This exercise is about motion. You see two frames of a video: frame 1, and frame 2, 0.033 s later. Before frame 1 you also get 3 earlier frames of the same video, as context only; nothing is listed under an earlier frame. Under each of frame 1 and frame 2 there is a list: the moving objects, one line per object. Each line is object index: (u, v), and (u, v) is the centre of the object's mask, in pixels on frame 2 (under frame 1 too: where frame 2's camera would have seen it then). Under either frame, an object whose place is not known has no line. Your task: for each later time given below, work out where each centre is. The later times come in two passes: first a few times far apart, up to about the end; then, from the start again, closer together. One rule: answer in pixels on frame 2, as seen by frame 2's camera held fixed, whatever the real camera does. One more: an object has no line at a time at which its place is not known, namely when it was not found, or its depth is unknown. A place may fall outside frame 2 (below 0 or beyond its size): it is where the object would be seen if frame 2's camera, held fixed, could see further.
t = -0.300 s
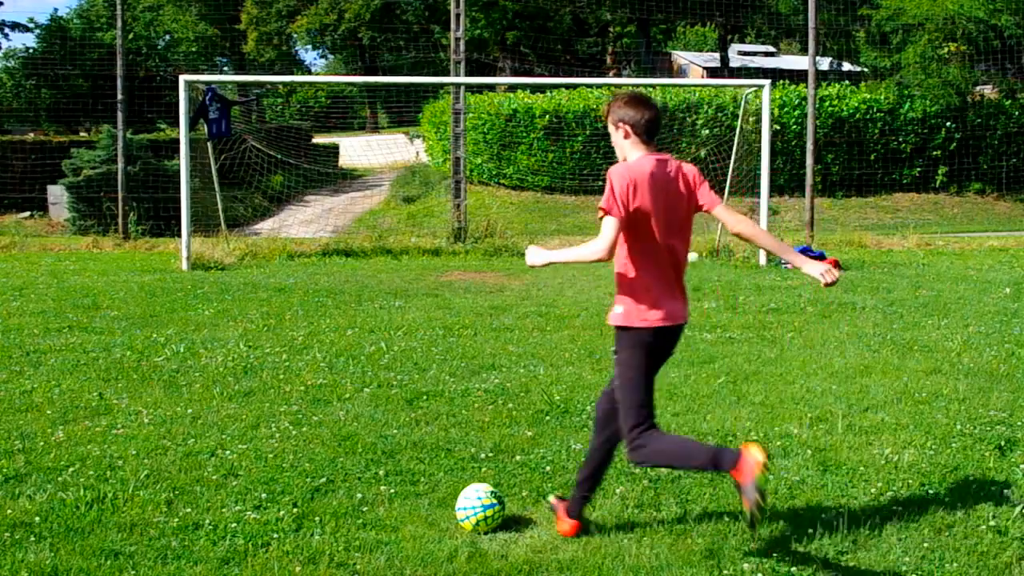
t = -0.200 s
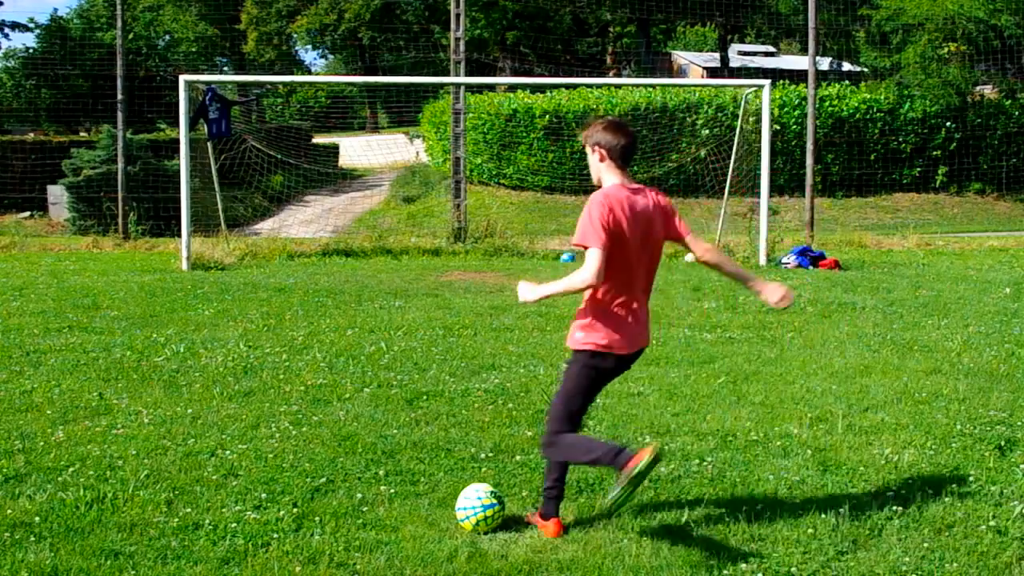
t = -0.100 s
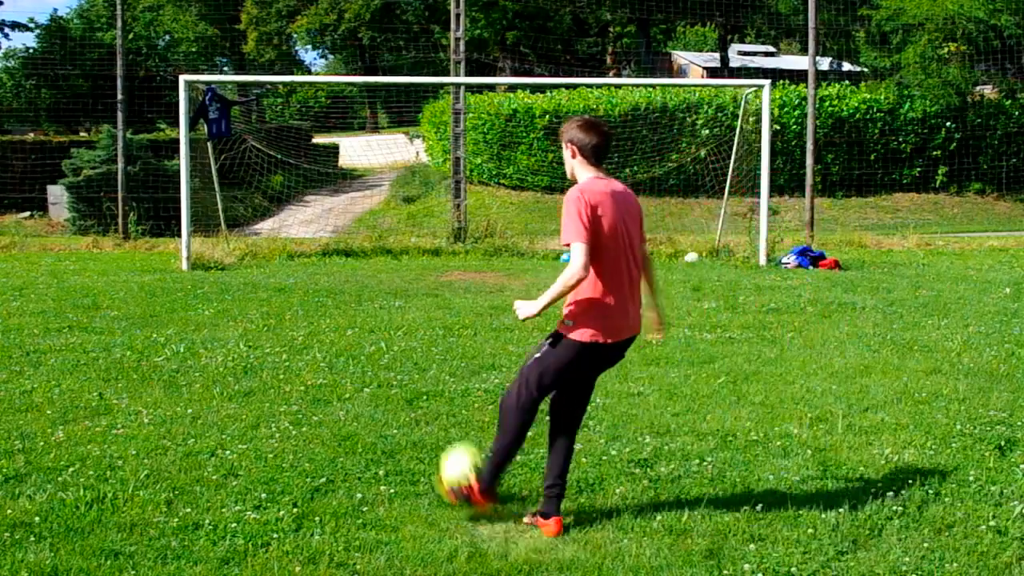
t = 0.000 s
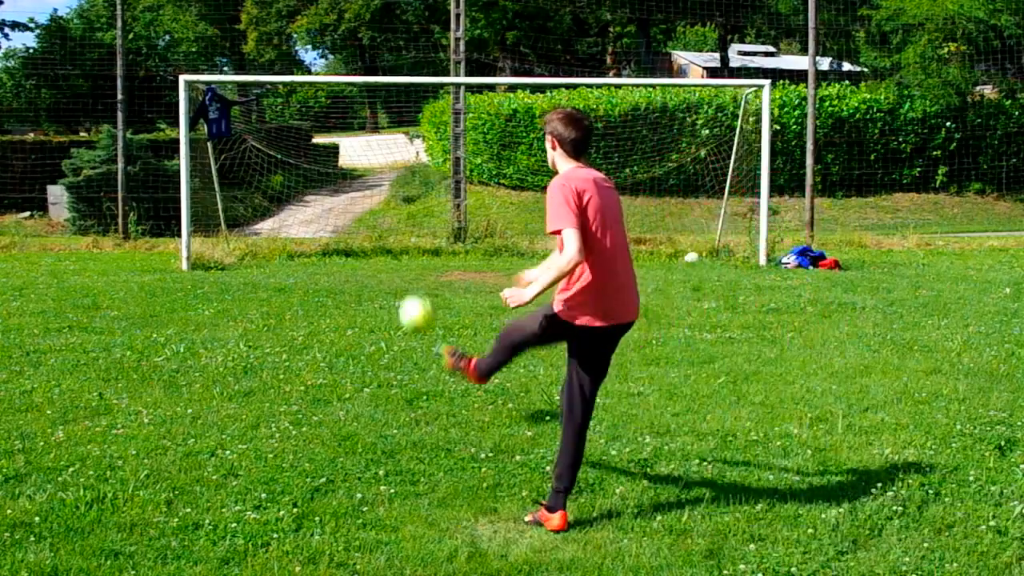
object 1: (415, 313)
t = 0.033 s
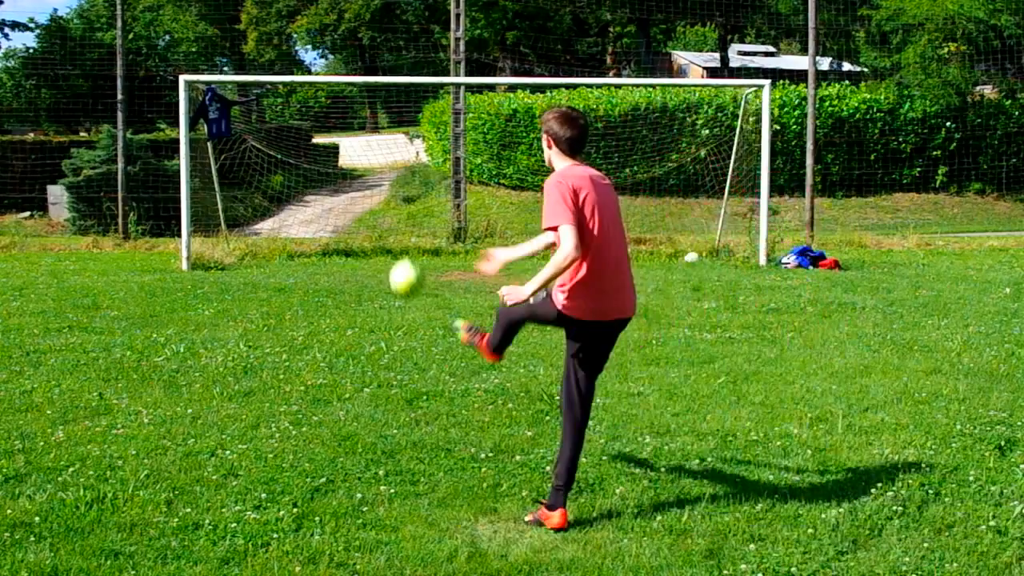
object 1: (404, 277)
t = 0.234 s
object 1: (372, 164)
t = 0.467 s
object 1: (362, 144)
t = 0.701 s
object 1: (362, 177)
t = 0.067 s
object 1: (397, 248)
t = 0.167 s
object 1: (379, 187)
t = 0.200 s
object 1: (375, 176)
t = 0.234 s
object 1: (372, 164)
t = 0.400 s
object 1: (363, 142)
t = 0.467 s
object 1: (362, 144)
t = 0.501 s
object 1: (362, 146)
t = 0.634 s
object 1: (363, 165)
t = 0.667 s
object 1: (362, 171)
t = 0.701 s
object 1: (362, 177)
